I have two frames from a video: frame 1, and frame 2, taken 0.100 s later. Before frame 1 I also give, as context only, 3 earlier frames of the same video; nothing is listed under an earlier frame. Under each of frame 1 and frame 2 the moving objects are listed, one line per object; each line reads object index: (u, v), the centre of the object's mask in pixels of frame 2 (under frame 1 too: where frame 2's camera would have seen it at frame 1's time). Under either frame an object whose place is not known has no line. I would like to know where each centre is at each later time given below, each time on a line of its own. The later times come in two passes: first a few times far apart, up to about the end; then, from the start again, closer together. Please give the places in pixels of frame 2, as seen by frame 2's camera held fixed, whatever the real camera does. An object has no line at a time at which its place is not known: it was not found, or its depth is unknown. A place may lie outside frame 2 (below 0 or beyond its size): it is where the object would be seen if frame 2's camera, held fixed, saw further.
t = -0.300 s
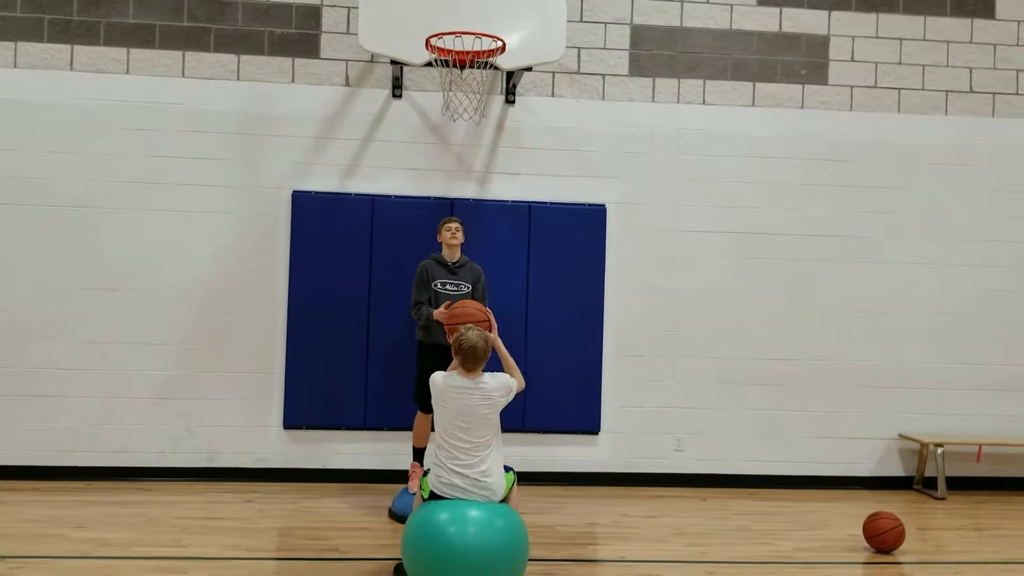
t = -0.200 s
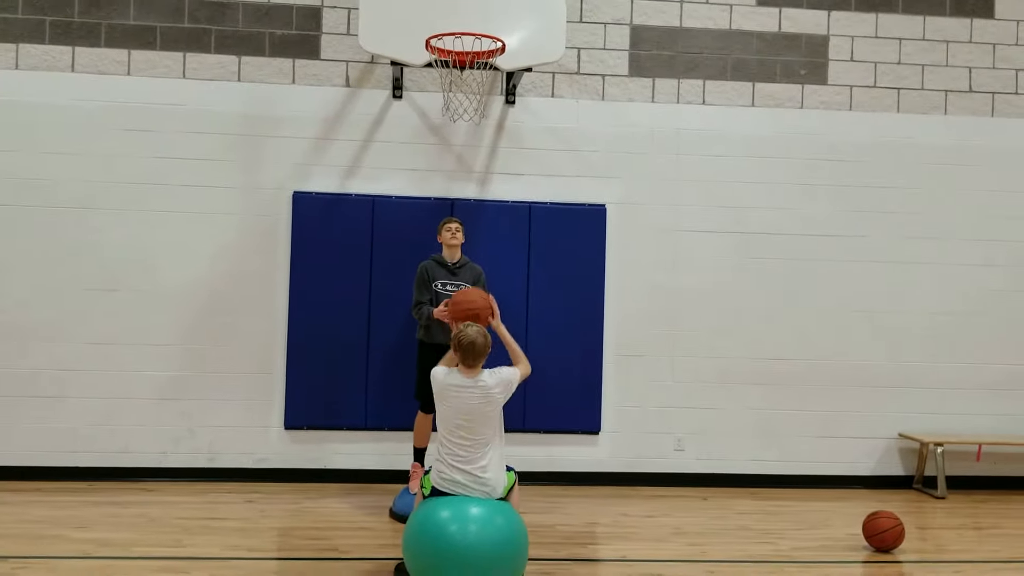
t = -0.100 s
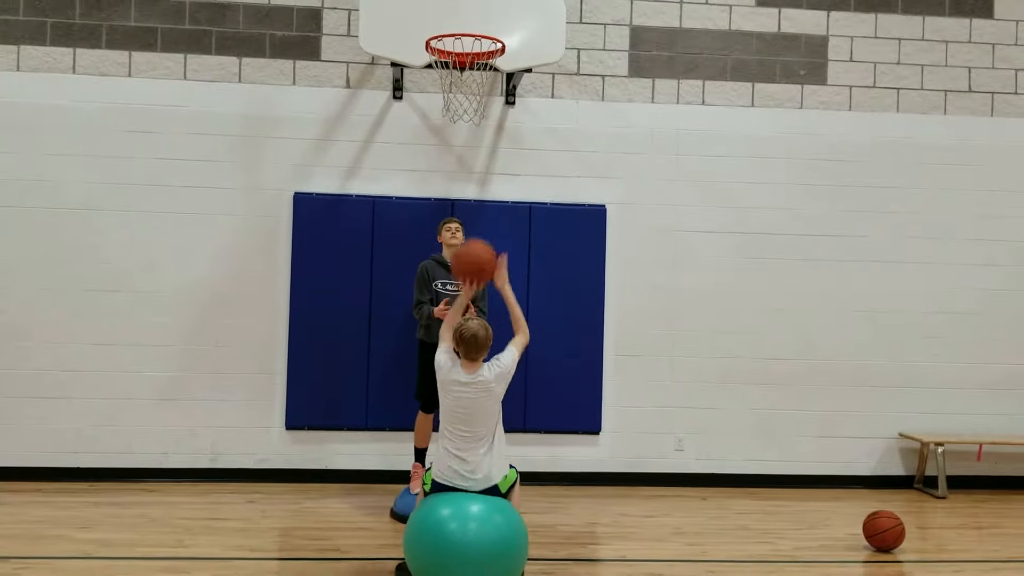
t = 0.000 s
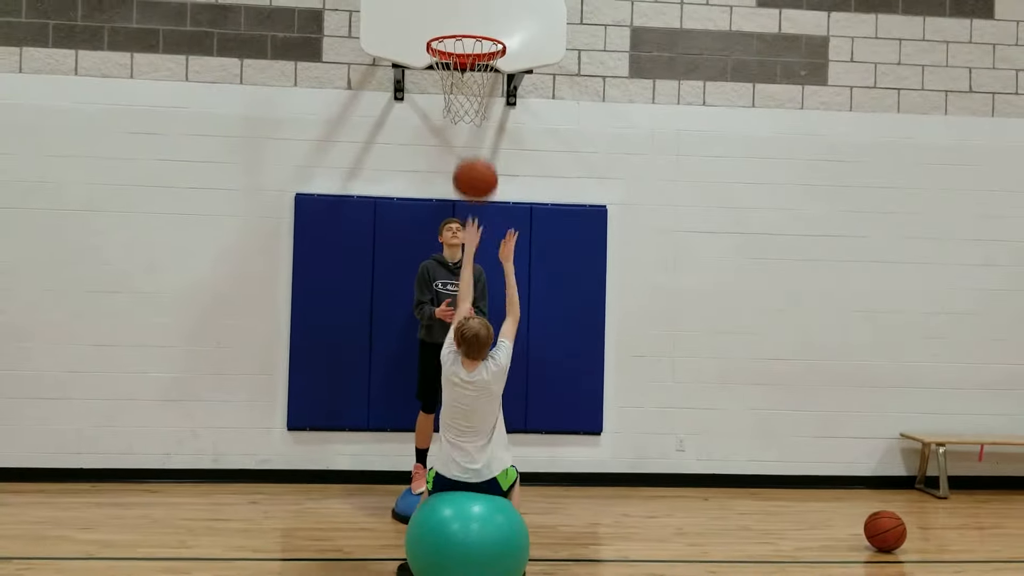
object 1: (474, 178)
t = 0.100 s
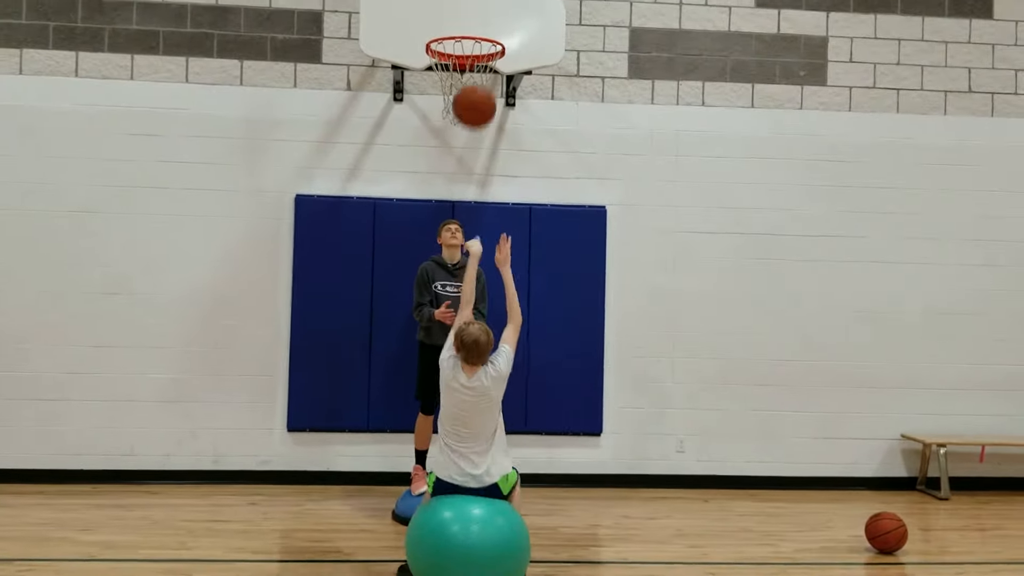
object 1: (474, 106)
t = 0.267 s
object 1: (472, 25)
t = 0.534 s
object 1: (468, 1)
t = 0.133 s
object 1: (474, 86)
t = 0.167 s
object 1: (474, 68)
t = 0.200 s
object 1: (473, 52)
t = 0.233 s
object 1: (473, 37)
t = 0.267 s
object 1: (472, 25)
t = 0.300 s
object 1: (472, 16)
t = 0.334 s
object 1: (472, 10)
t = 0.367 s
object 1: (471, 5)
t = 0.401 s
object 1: (471, 2)
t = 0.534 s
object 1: (468, 1)
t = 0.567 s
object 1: (467, 6)
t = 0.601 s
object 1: (466, 13)
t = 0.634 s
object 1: (466, 16)
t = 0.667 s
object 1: (466, 14)
